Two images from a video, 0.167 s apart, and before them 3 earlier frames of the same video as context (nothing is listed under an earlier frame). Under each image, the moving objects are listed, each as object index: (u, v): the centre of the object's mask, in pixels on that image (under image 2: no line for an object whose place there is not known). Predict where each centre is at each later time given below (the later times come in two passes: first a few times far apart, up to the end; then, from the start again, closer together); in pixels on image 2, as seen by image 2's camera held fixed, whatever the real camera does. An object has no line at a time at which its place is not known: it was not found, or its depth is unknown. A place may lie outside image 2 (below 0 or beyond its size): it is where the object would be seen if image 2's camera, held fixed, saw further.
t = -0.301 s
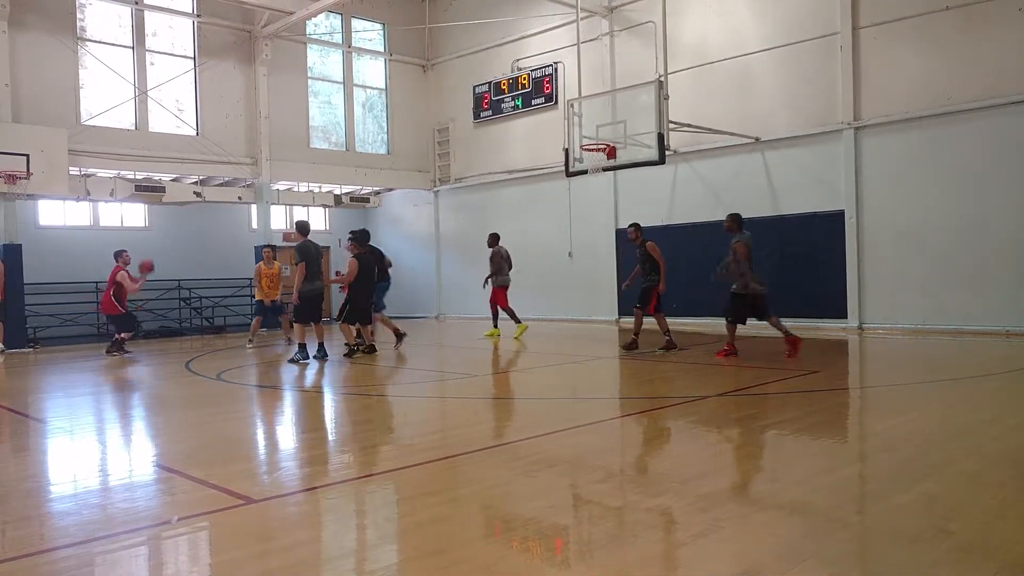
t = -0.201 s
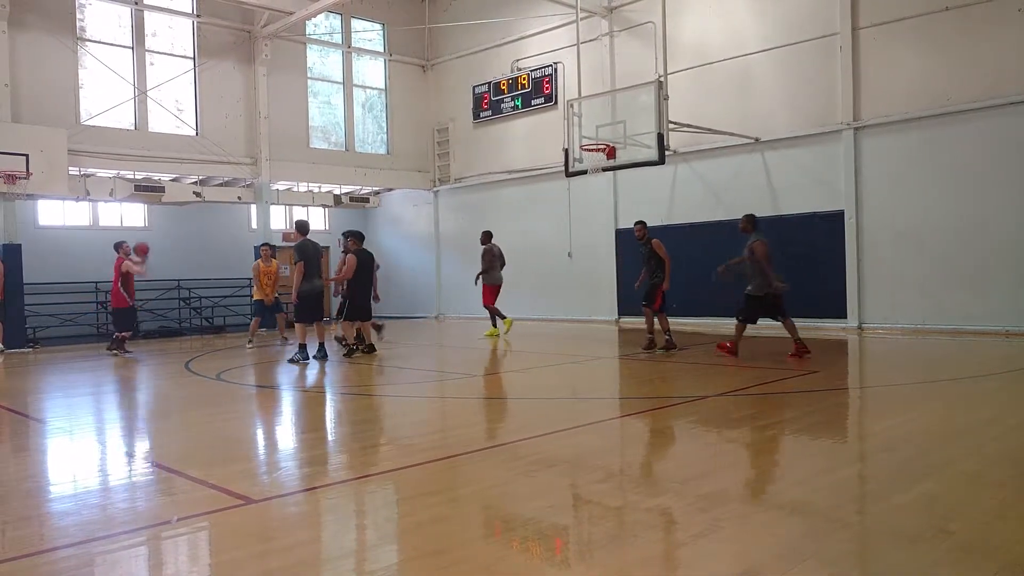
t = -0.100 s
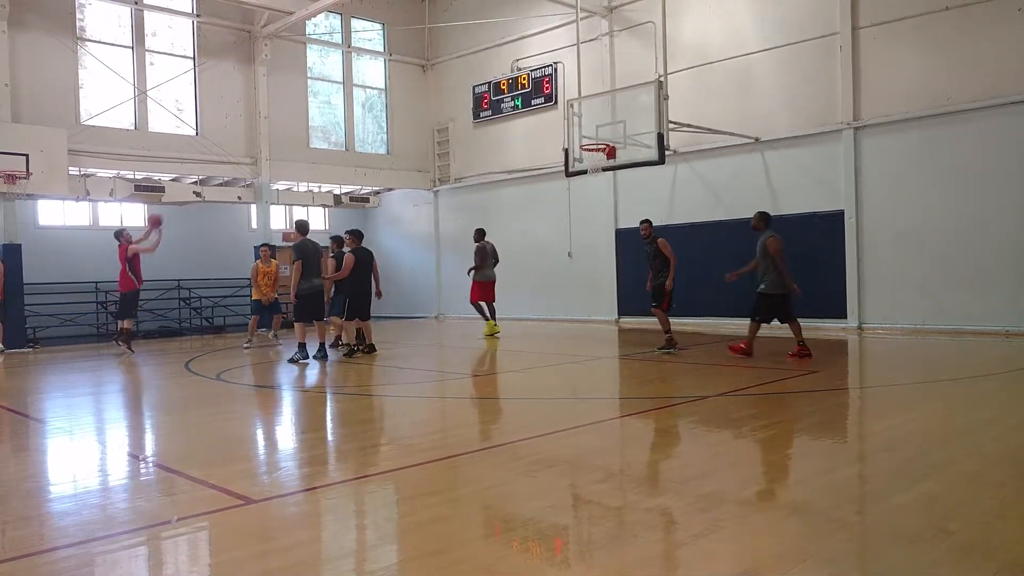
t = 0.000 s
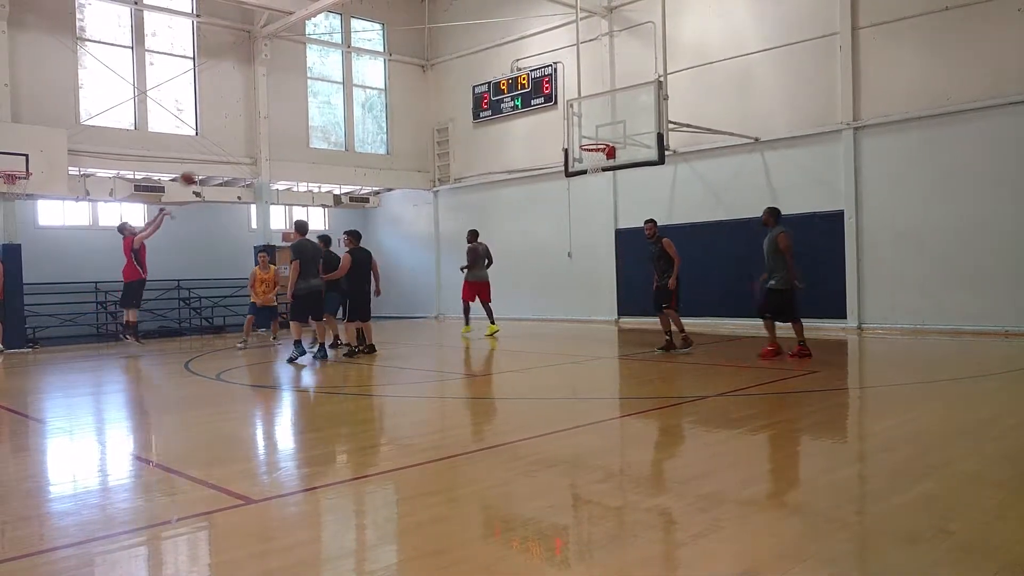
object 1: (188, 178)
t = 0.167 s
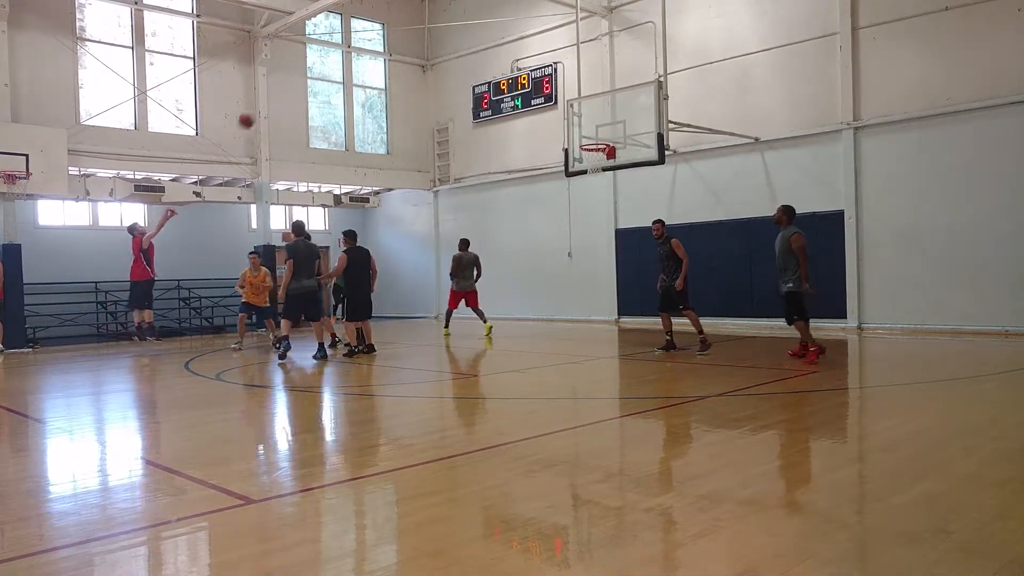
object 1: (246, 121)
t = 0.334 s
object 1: (302, 82)
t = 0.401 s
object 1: (324, 70)
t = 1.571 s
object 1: (600, 73)
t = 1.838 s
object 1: (613, 79)
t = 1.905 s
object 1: (616, 85)
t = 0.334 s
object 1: (302, 82)
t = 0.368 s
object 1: (313, 75)
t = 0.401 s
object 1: (324, 70)
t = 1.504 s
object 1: (596, 78)
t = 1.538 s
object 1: (598, 75)
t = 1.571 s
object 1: (600, 73)
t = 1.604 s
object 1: (601, 72)
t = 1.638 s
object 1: (603, 71)
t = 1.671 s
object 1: (604, 71)
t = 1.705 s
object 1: (606, 71)
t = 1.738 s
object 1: (608, 72)
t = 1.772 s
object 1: (610, 74)
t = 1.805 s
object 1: (611, 77)
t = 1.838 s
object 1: (613, 79)
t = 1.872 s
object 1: (615, 83)
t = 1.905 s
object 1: (616, 85)
